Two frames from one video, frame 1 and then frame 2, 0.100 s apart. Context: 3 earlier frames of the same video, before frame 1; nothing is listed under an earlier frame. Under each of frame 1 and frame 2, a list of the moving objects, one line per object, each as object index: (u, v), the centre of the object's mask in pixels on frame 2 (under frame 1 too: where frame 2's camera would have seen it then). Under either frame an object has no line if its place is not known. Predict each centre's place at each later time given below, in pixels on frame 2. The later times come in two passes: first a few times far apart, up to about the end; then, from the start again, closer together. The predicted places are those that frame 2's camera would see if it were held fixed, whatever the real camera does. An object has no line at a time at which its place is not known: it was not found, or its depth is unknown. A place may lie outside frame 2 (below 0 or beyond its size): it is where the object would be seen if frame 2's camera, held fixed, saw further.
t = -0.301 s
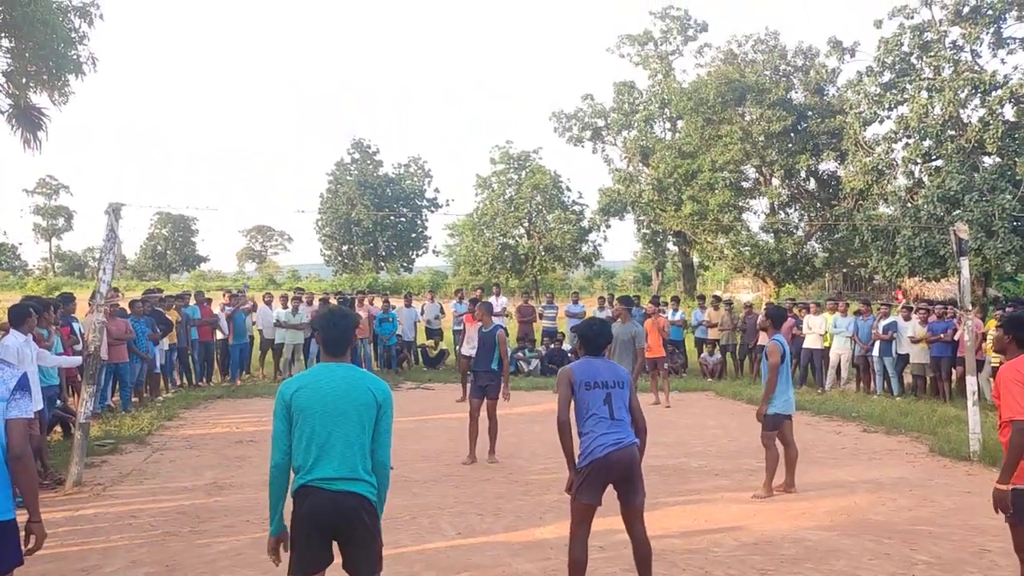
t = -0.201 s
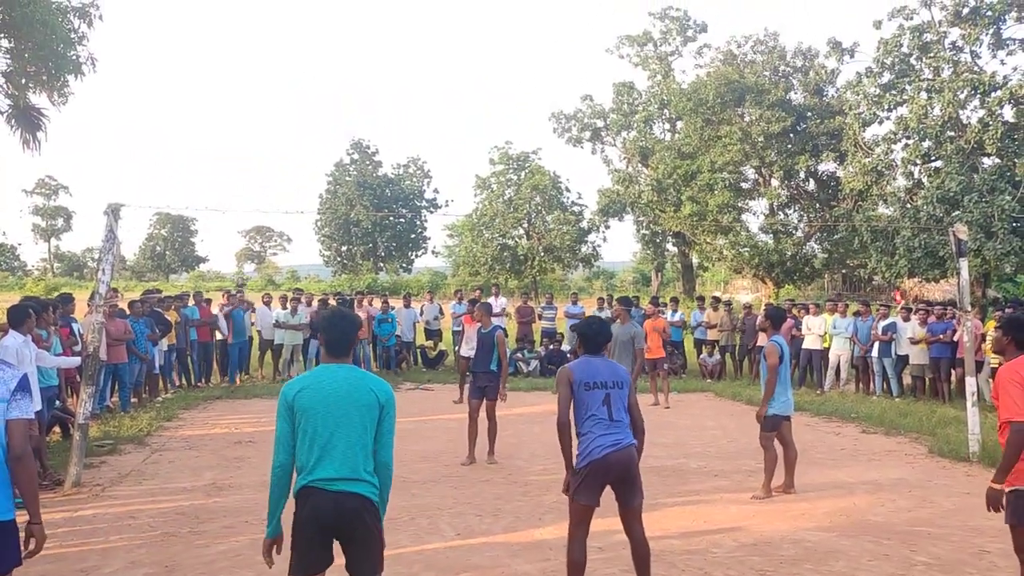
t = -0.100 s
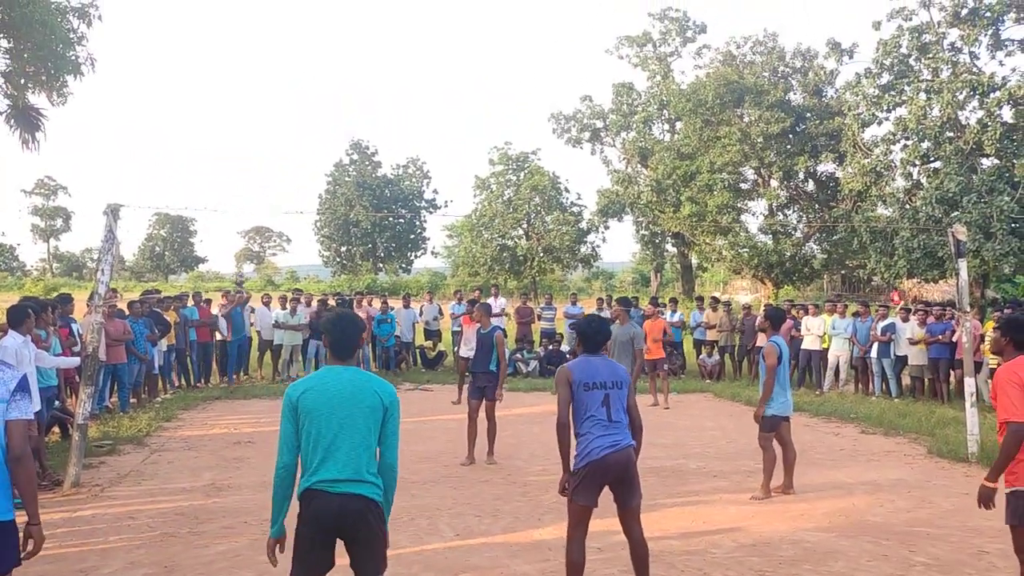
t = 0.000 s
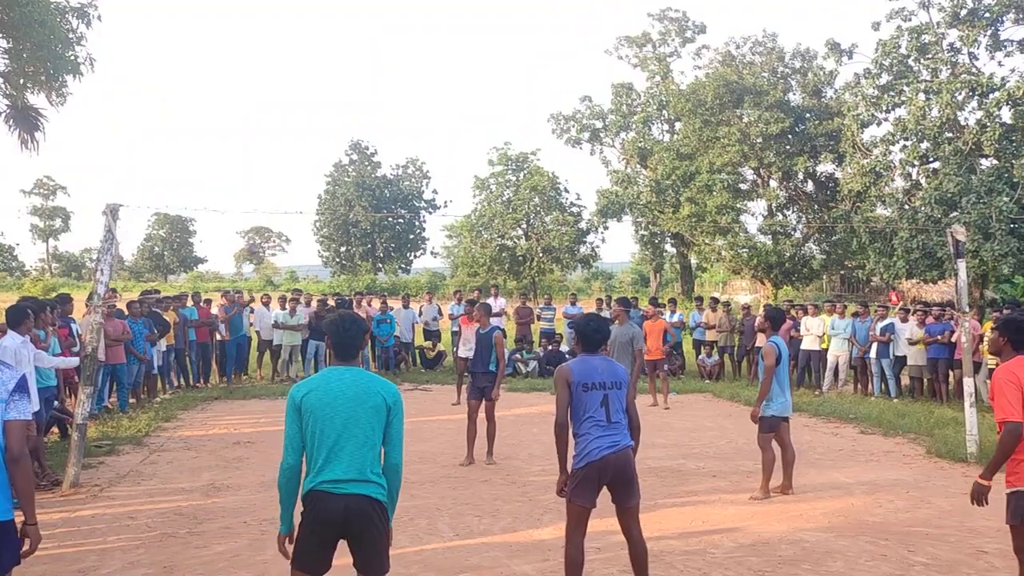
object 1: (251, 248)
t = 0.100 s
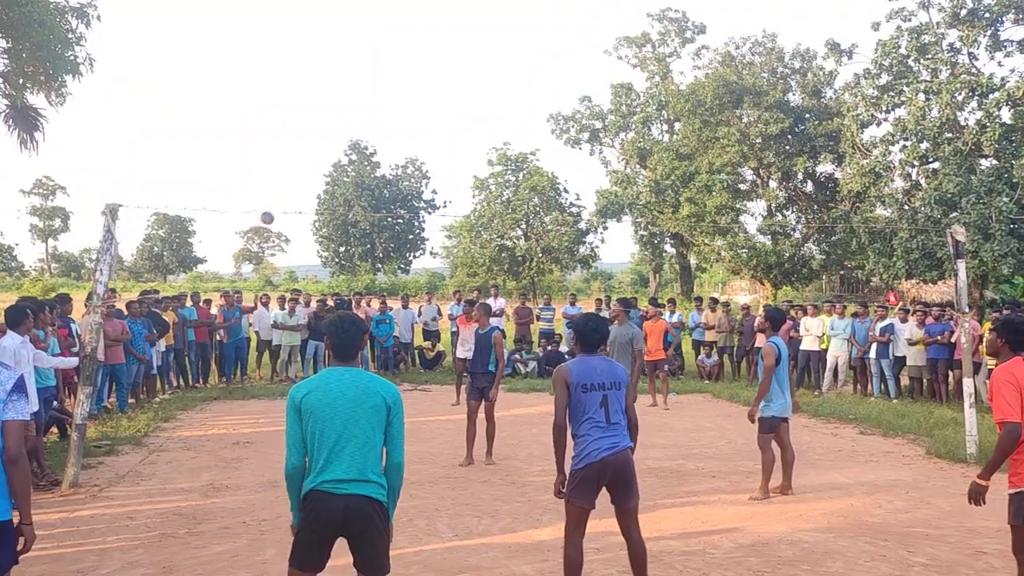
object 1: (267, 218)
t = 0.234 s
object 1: (290, 181)
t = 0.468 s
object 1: (350, 128)
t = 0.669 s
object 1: (421, 102)
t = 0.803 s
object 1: (481, 101)
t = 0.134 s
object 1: (272, 208)
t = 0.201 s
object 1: (284, 190)
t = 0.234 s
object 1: (290, 181)
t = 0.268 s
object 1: (297, 172)
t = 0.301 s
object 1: (305, 164)
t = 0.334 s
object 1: (313, 156)
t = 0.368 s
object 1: (321, 148)
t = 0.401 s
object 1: (330, 141)
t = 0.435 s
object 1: (340, 134)
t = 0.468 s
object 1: (350, 128)
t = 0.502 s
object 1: (361, 122)
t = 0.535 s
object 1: (372, 117)
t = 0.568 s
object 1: (384, 112)
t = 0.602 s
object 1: (396, 108)
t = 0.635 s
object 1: (408, 105)
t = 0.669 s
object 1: (421, 102)
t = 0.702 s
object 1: (435, 100)
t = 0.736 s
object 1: (450, 99)
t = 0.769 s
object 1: (465, 100)
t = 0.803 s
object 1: (481, 101)
